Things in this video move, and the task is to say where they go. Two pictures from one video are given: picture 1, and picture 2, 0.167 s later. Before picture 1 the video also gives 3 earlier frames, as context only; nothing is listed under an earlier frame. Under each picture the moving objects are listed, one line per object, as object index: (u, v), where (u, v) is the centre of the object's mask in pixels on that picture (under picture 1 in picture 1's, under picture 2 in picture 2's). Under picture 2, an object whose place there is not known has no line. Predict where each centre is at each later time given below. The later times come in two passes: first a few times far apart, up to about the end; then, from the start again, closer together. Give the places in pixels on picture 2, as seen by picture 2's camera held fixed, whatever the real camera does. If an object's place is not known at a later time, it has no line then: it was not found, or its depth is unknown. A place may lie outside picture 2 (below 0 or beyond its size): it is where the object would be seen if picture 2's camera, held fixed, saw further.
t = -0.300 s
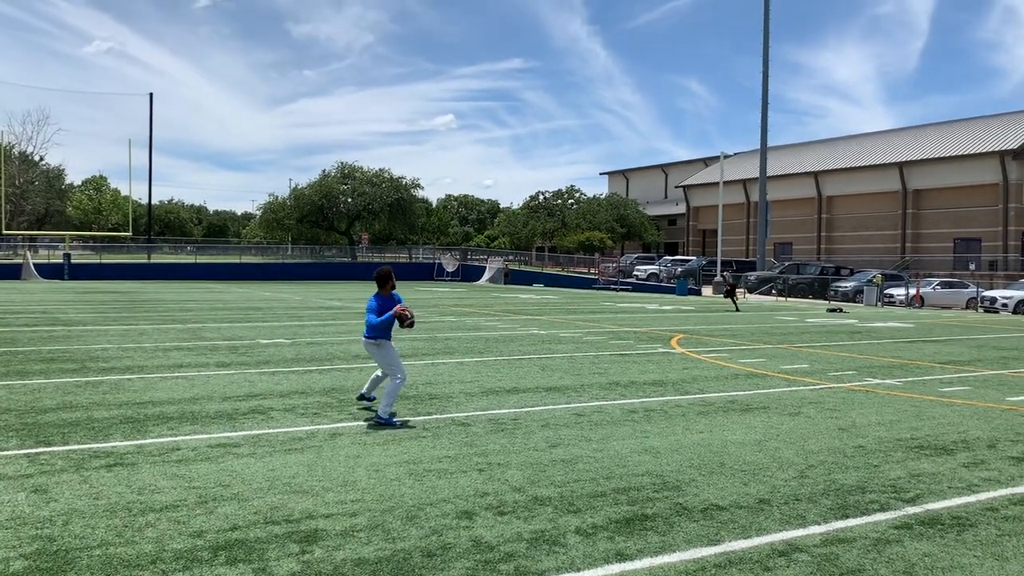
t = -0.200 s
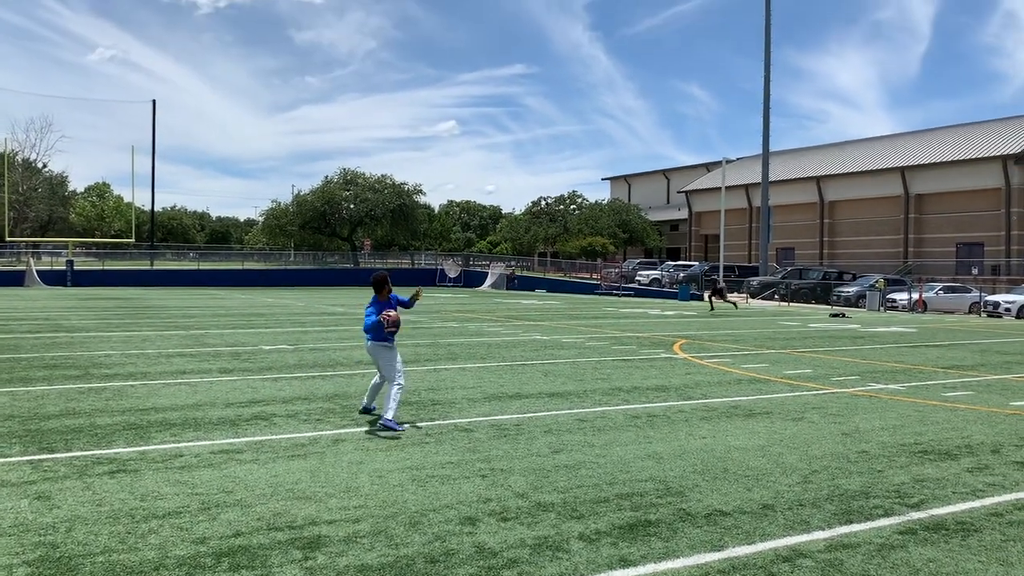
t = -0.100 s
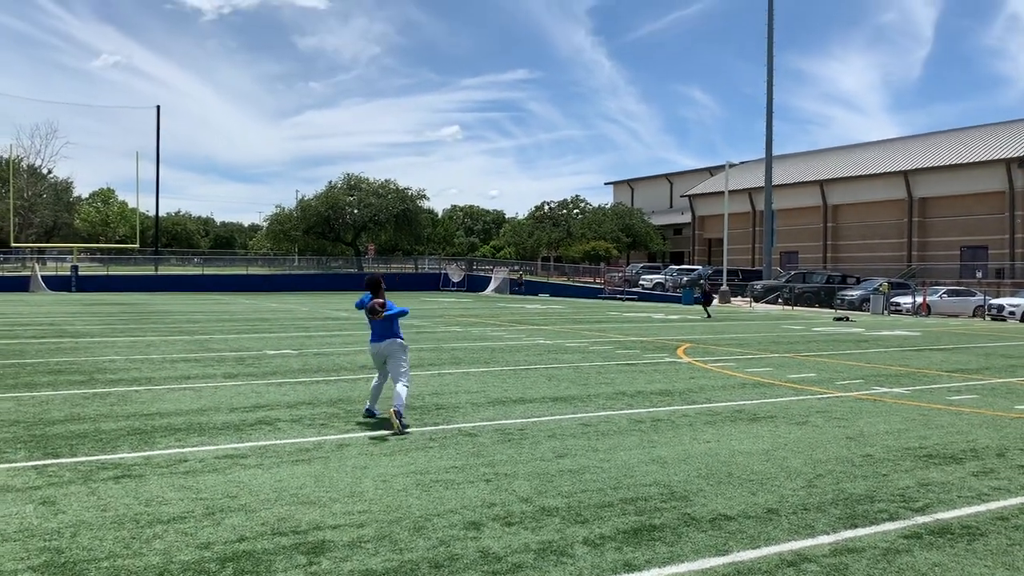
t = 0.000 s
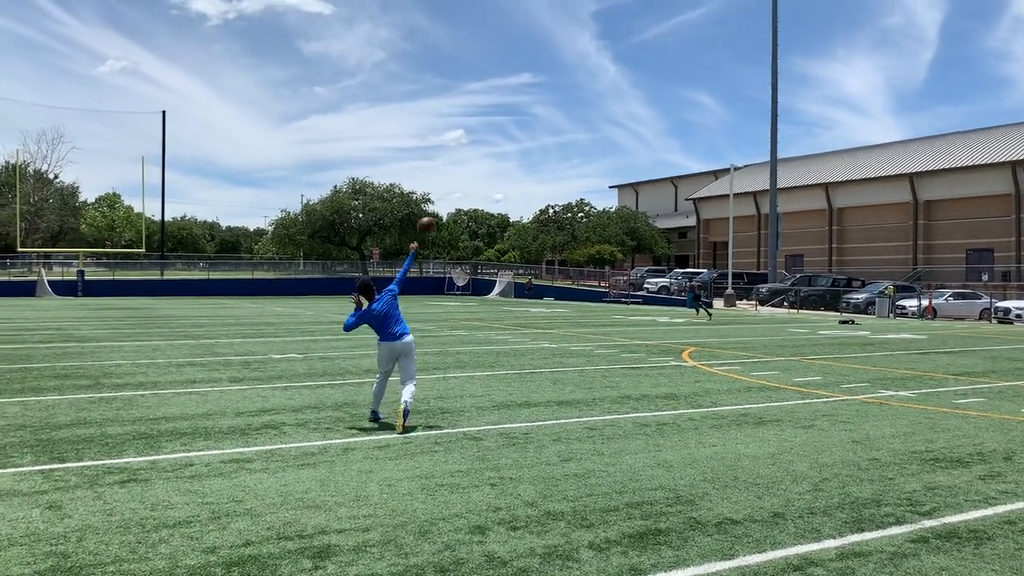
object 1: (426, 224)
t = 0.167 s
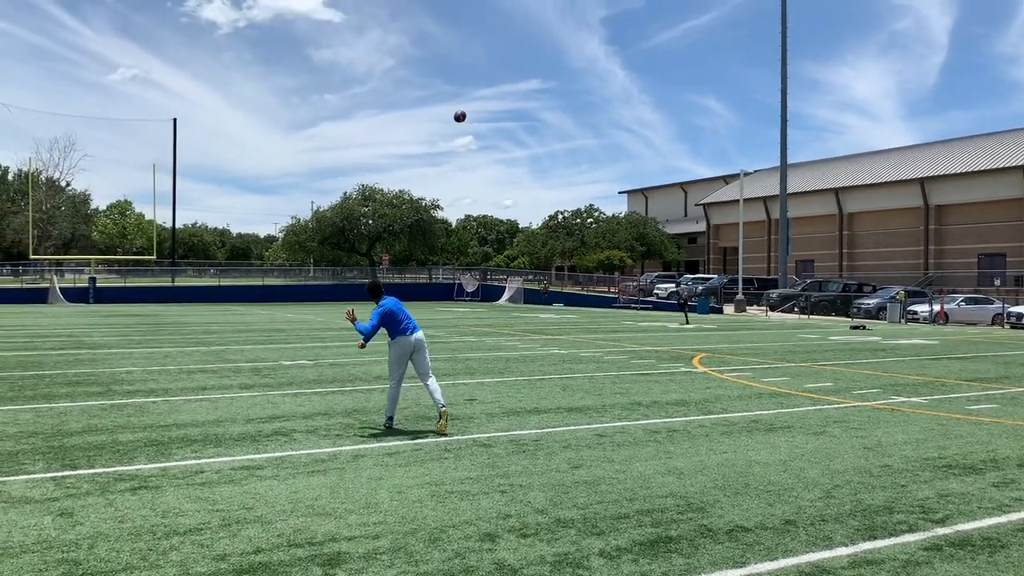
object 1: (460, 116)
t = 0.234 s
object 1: (467, 88)
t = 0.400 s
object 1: (483, 46)
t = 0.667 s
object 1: (500, 26)
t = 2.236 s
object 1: (520, 221)
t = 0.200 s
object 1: (464, 102)
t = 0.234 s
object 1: (467, 88)
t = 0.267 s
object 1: (471, 77)
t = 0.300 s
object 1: (474, 68)
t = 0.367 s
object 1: (480, 52)
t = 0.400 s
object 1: (483, 46)
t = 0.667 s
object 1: (500, 26)
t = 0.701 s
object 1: (502, 26)
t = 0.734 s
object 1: (503, 27)
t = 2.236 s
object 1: (520, 221)
